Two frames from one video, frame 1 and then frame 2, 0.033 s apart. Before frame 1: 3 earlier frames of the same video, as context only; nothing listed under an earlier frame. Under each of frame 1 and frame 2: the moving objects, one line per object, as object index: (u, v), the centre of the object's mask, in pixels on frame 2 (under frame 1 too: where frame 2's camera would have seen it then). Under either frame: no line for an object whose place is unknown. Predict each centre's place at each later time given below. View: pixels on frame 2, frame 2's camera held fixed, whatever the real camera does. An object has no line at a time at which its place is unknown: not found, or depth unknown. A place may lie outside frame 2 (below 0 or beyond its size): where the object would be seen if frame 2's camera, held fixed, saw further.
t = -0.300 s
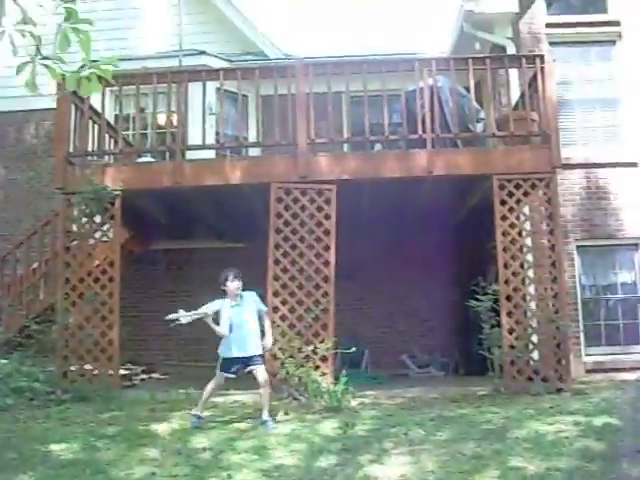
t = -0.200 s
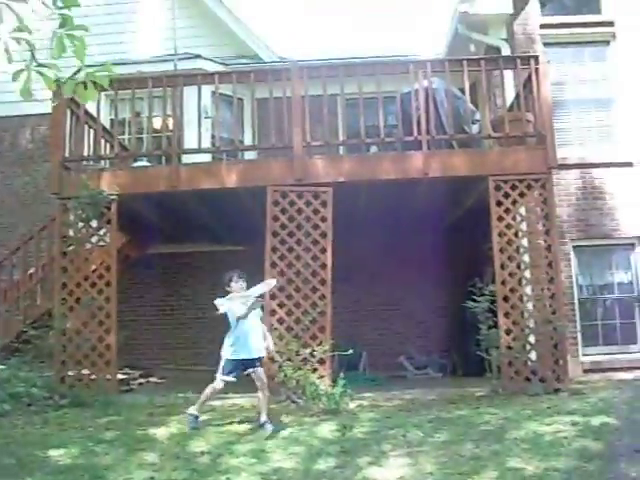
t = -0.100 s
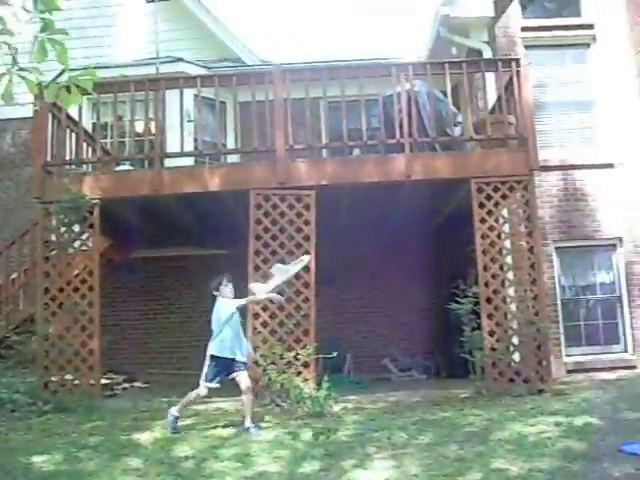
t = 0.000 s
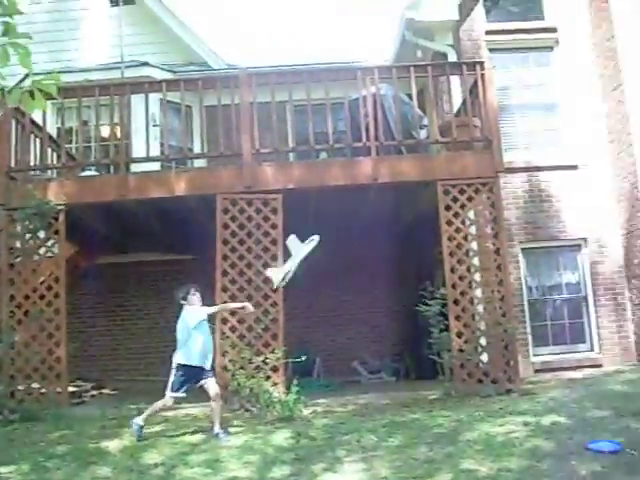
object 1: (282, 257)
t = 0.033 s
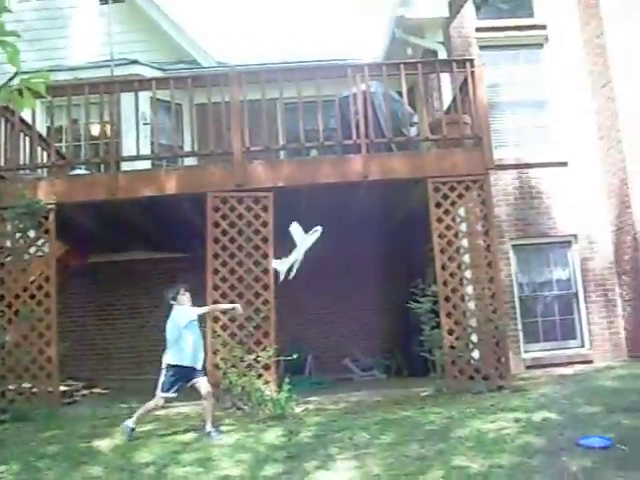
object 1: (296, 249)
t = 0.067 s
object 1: (308, 244)
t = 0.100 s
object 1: (318, 239)
